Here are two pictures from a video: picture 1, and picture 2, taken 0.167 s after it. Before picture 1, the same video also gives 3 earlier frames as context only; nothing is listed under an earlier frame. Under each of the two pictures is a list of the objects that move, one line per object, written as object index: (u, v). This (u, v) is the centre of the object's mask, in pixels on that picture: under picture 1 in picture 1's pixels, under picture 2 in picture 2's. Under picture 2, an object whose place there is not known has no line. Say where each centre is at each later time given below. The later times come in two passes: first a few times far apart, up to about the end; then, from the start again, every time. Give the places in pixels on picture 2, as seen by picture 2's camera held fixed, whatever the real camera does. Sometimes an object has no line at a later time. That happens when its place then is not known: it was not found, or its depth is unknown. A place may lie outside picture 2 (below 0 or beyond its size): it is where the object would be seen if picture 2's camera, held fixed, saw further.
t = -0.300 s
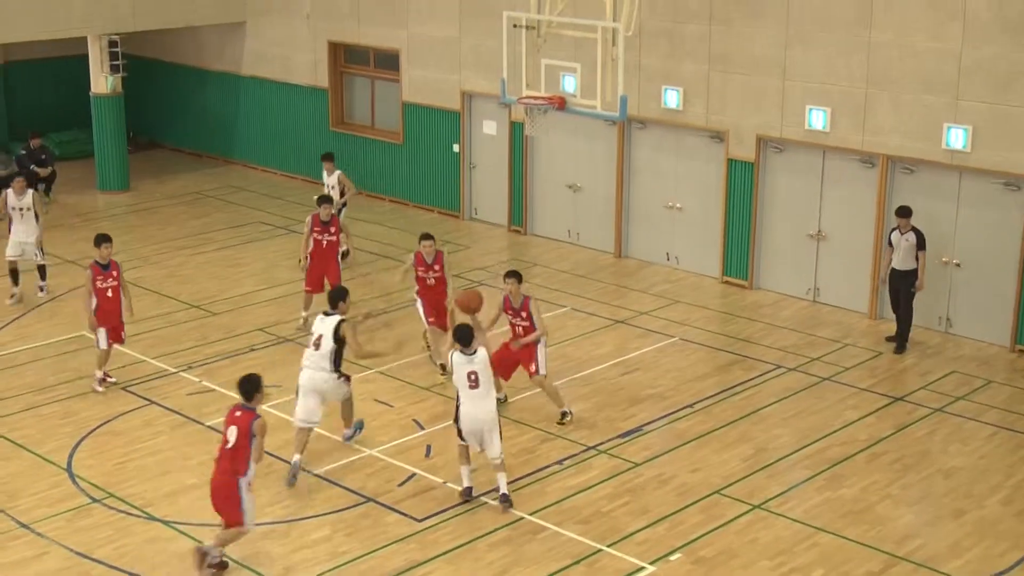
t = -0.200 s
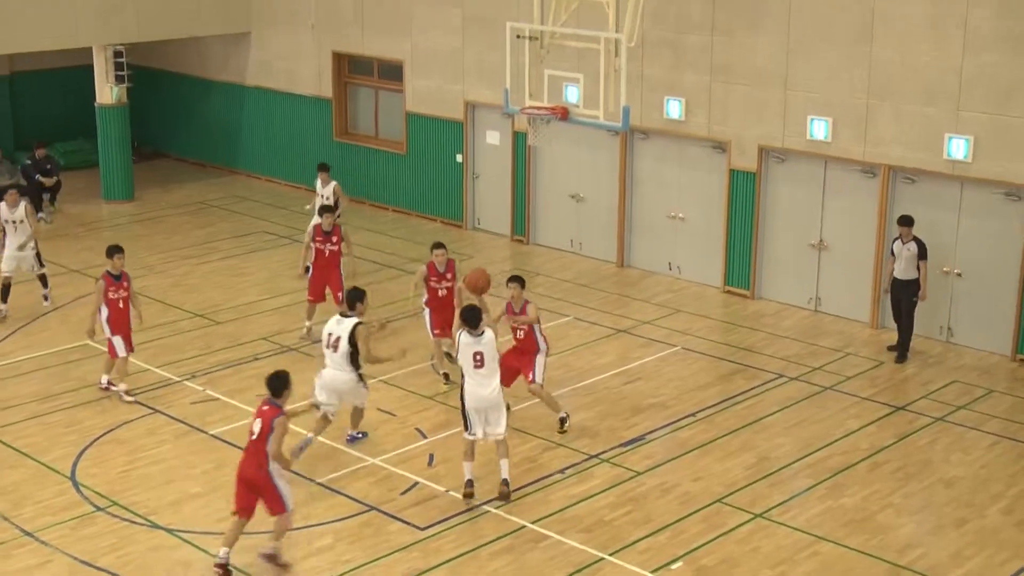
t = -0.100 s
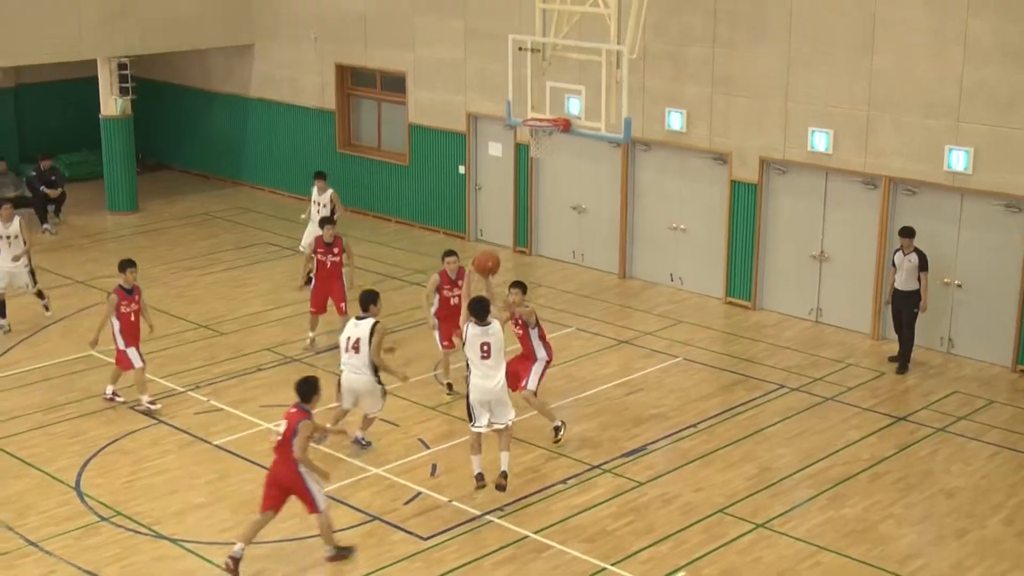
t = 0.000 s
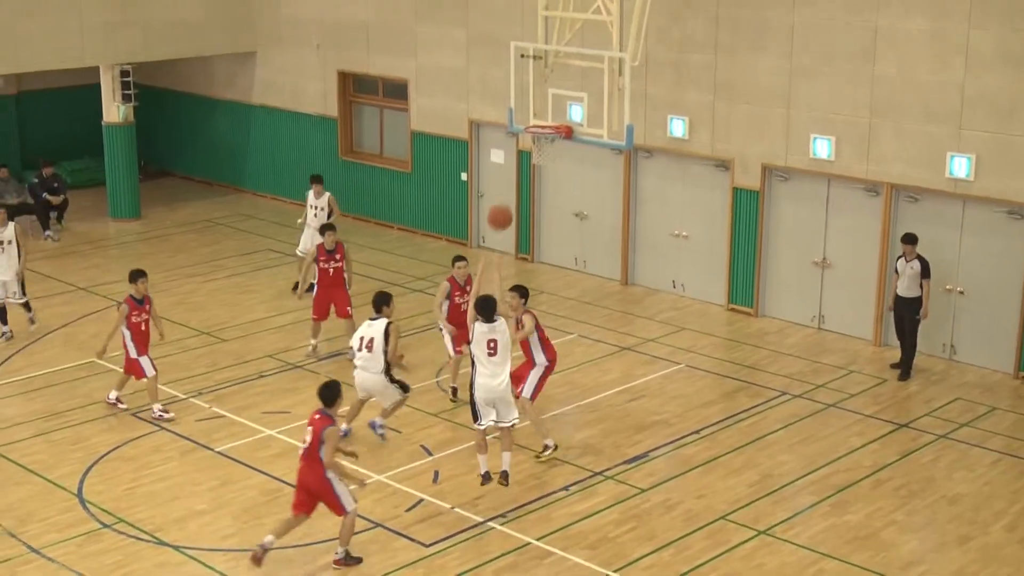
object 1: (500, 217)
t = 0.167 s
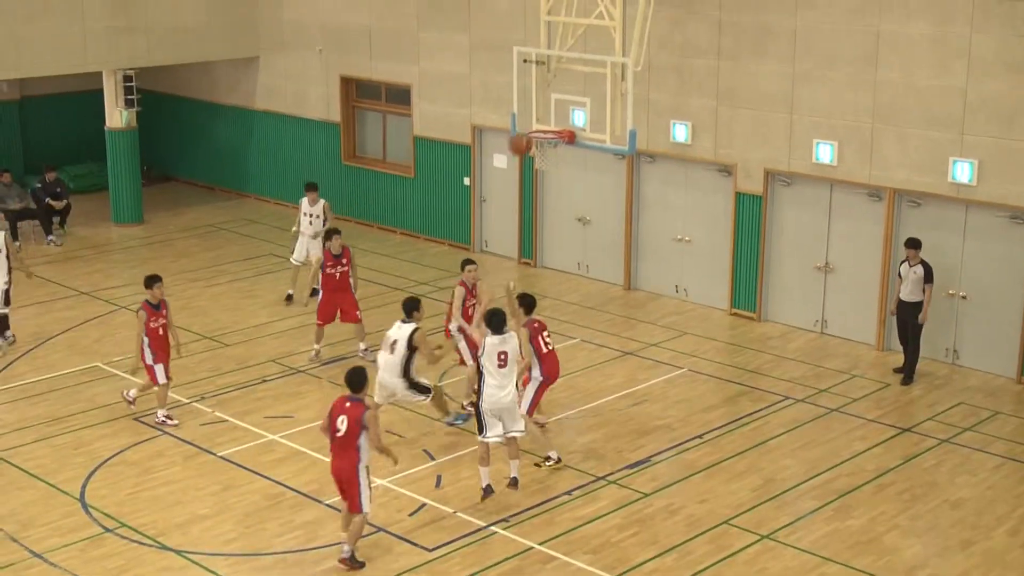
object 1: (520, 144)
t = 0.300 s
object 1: (533, 105)
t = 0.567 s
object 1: (554, 83)
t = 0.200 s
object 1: (523, 132)
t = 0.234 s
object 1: (527, 122)
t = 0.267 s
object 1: (530, 113)
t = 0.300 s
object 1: (533, 105)
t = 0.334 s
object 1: (536, 98)
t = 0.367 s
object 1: (539, 93)
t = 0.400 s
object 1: (541, 88)
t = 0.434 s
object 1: (544, 85)
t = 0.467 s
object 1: (547, 83)
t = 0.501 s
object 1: (549, 82)
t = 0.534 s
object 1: (551, 82)
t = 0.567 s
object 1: (554, 83)
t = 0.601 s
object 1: (555, 84)
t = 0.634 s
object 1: (558, 87)
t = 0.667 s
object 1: (560, 91)
